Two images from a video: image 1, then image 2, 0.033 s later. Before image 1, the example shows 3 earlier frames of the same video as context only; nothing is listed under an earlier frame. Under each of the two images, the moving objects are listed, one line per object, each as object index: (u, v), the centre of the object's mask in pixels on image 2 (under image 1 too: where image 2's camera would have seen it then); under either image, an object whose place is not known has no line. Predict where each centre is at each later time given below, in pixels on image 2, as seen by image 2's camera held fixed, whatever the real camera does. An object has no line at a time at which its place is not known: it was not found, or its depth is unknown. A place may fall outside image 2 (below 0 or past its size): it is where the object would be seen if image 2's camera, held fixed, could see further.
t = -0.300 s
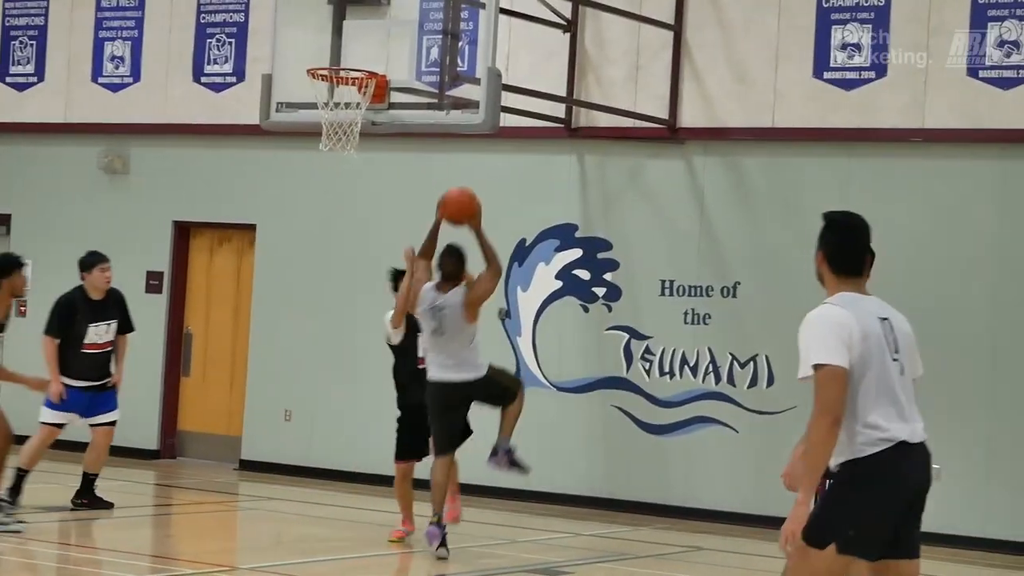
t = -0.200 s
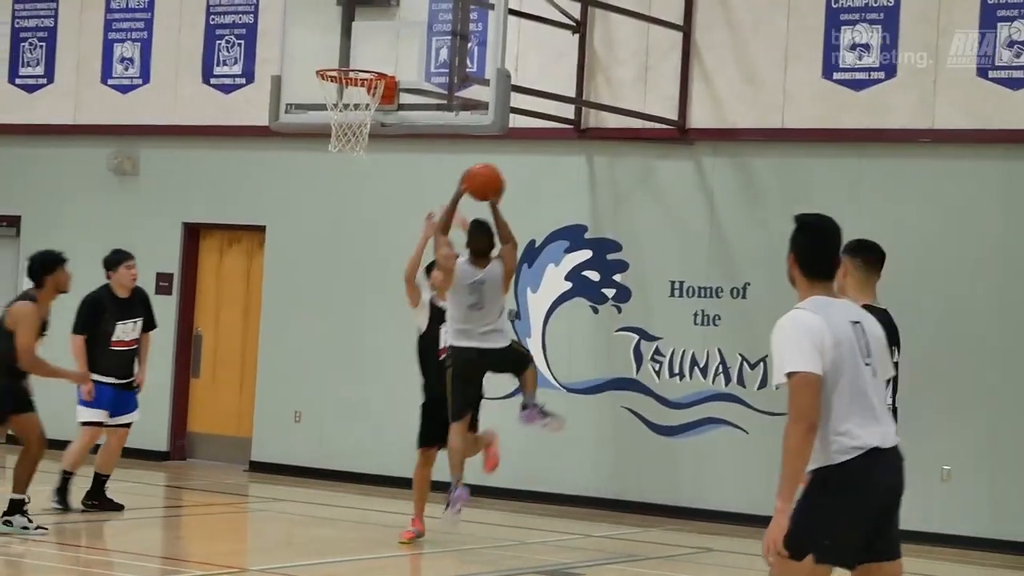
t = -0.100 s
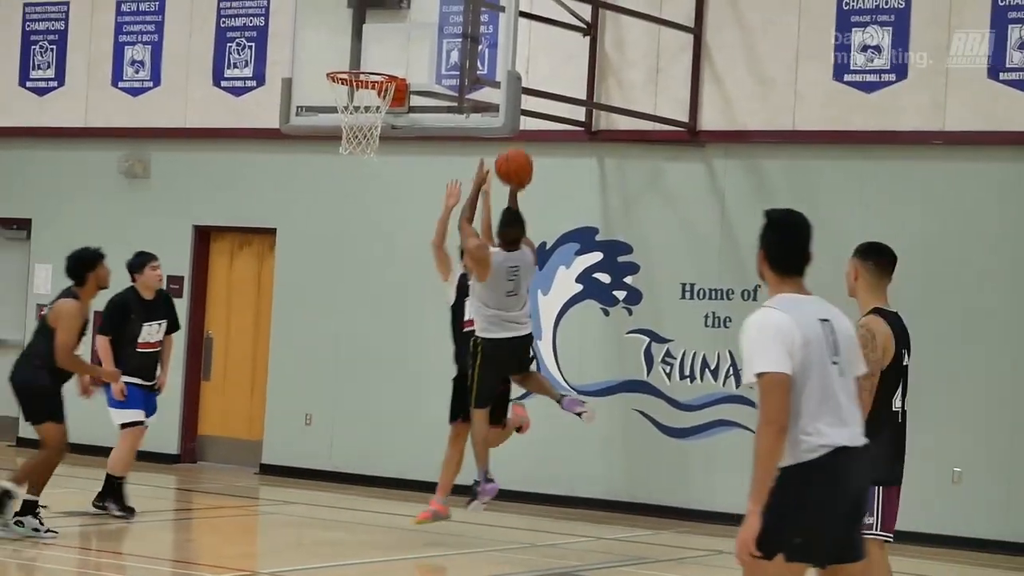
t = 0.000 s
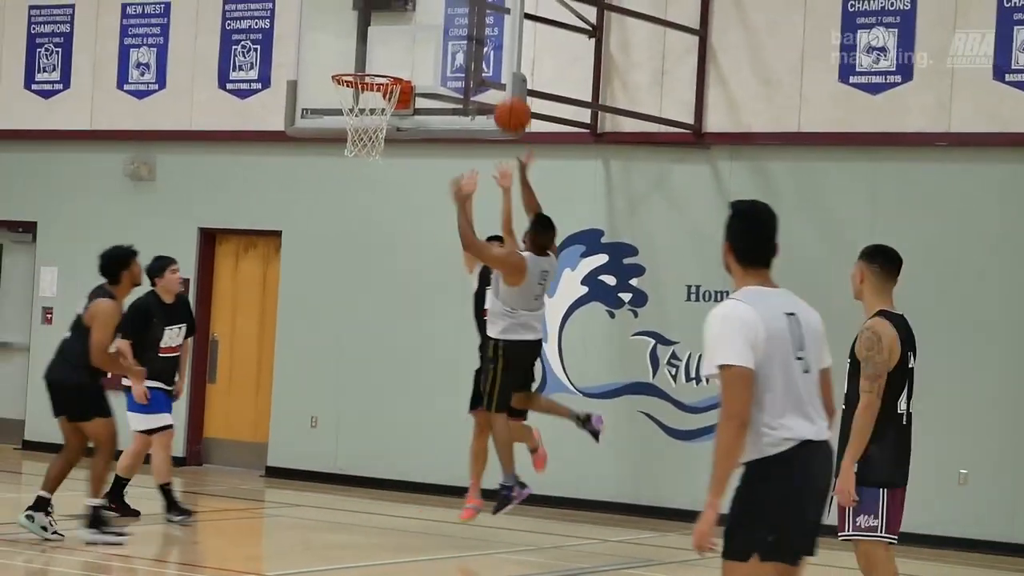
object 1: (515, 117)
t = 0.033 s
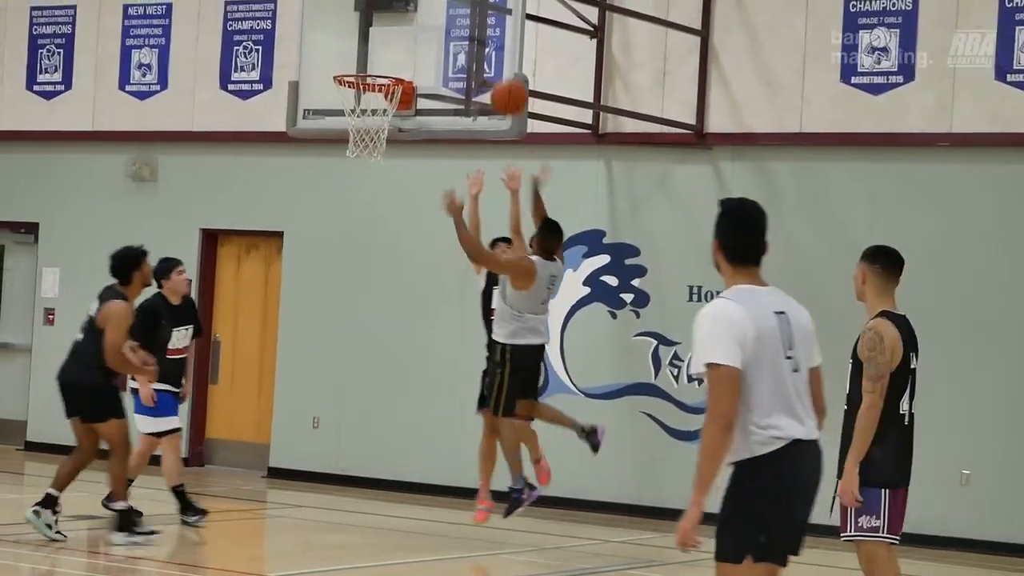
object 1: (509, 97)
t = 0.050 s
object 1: (506, 88)
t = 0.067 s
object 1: (503, 80)
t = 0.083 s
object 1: (500, 73)
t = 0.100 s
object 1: (497, 66)
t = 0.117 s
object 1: (495, 58)
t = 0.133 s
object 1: (492, 52)
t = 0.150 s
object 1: (490, 46)
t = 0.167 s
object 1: (487, 42)
